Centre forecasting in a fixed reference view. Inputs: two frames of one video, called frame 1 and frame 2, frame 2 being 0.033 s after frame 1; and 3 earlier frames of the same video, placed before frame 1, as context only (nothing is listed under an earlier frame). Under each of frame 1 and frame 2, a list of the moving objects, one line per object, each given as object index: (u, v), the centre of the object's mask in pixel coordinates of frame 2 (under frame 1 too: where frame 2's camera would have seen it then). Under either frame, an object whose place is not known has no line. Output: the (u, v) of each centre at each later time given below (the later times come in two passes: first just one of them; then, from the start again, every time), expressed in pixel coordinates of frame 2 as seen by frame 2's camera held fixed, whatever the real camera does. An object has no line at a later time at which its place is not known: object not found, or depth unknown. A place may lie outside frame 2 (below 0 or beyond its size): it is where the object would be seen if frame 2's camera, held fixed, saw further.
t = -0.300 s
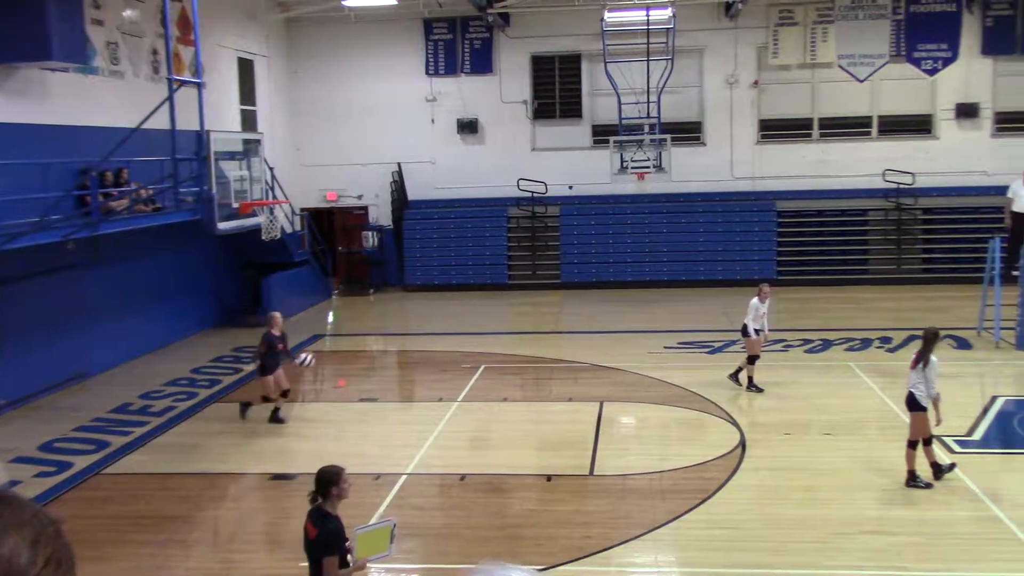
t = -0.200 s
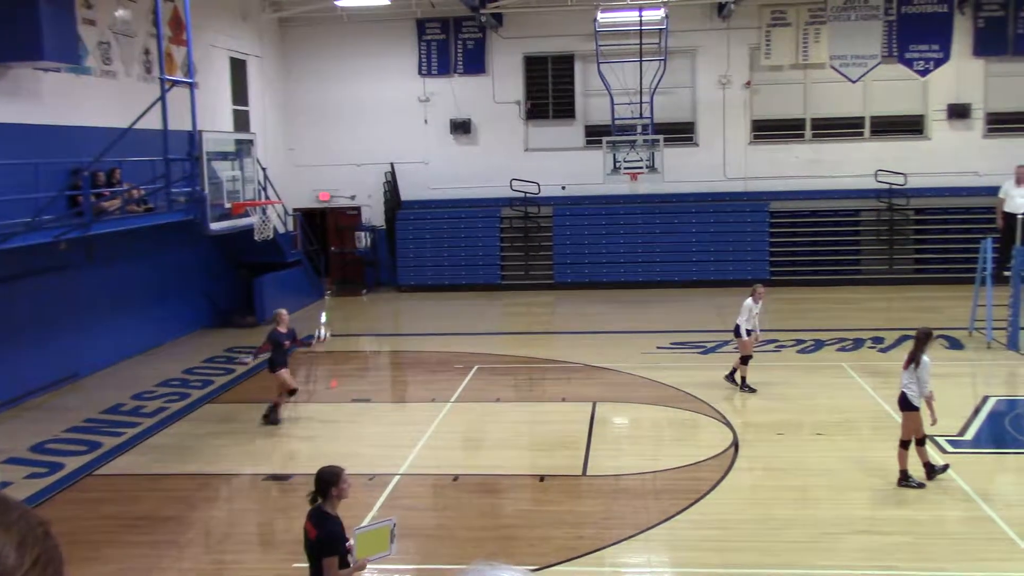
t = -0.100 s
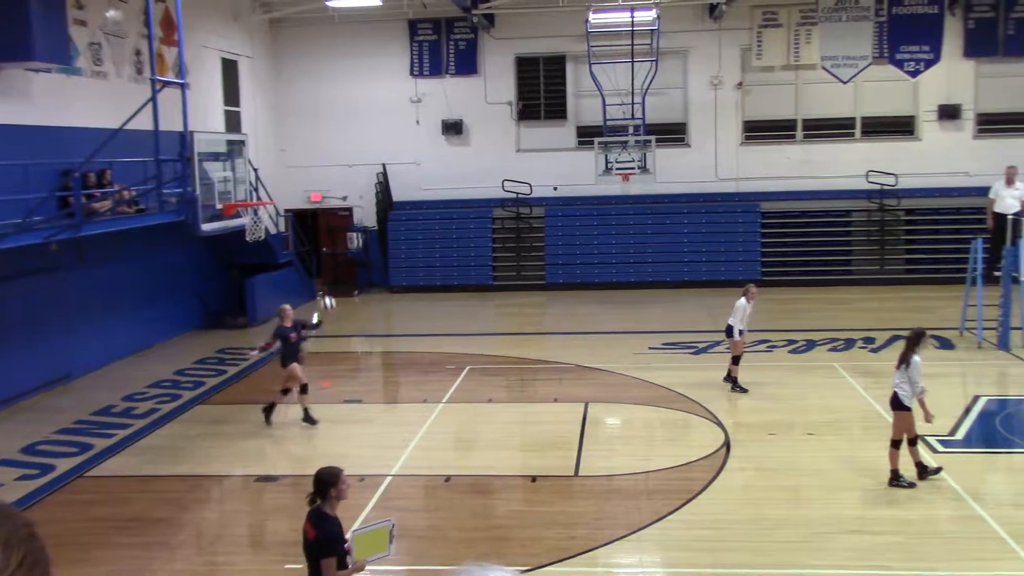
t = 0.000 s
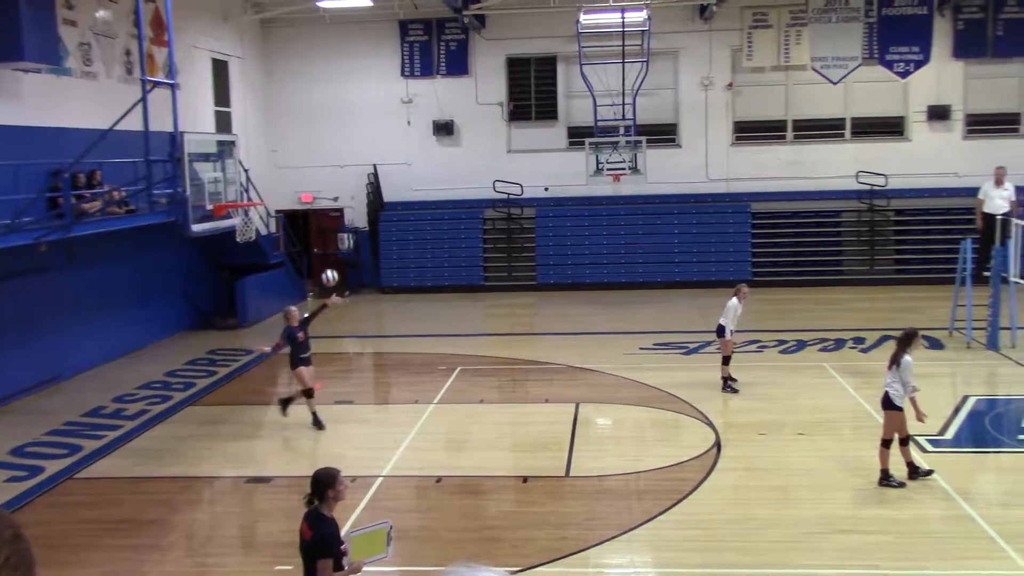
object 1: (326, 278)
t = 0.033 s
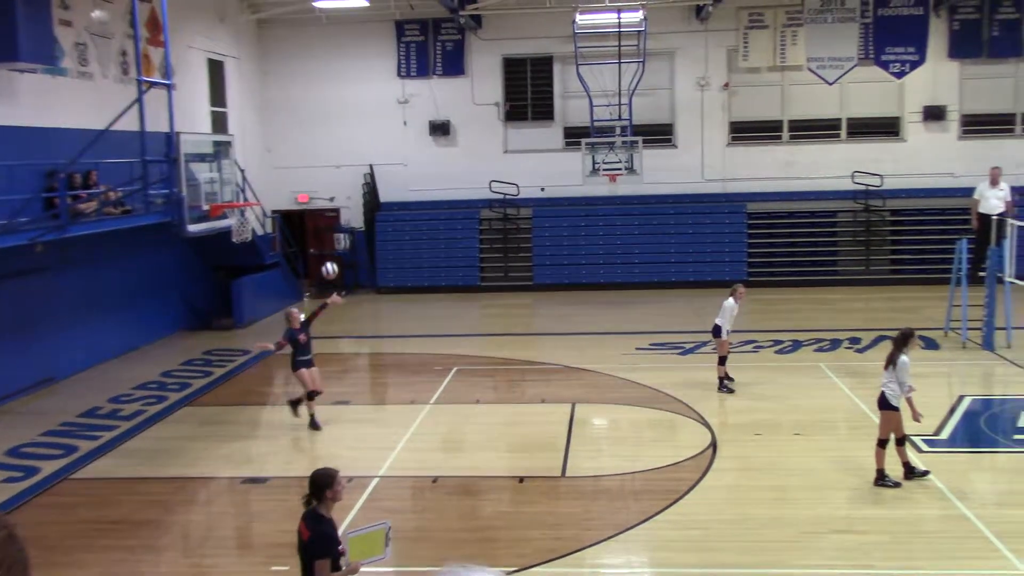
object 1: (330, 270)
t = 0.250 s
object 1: (353, 240)
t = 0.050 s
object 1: (332, 267)
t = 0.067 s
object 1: (334, 263)
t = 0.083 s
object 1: (335, 260)
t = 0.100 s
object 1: (337, 257)
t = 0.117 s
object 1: (338, 255)
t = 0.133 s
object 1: (340, 252)
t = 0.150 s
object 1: (342, 250)
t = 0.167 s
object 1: (343, 247)
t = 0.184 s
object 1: (345, 245)
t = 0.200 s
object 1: (347, 243)
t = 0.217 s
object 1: (349, 242)
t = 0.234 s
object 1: (351, 241)
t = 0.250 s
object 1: (353, 240)
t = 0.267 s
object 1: (354, 239)
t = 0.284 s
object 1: (356, 238)
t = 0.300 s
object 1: (358, 237)
